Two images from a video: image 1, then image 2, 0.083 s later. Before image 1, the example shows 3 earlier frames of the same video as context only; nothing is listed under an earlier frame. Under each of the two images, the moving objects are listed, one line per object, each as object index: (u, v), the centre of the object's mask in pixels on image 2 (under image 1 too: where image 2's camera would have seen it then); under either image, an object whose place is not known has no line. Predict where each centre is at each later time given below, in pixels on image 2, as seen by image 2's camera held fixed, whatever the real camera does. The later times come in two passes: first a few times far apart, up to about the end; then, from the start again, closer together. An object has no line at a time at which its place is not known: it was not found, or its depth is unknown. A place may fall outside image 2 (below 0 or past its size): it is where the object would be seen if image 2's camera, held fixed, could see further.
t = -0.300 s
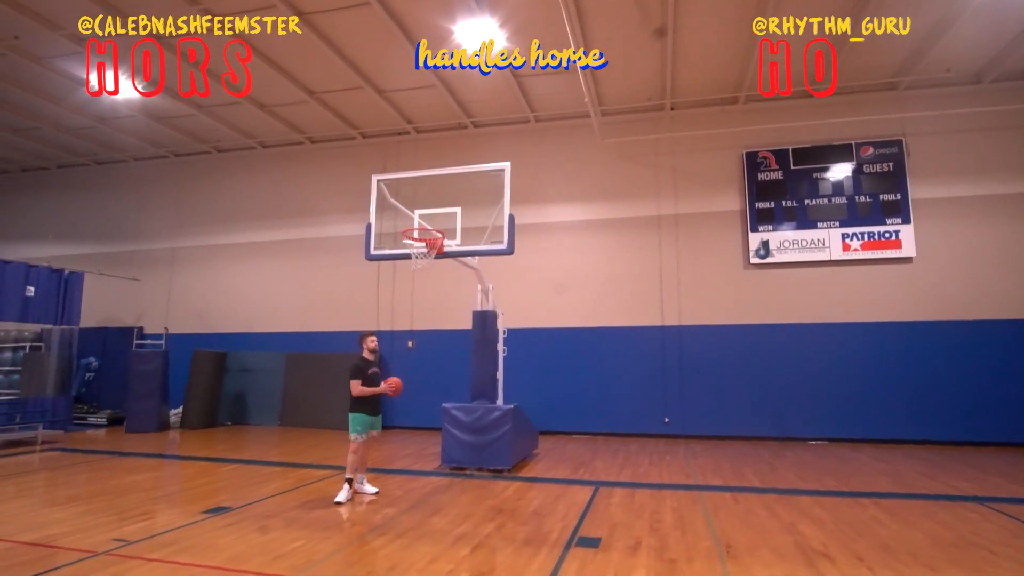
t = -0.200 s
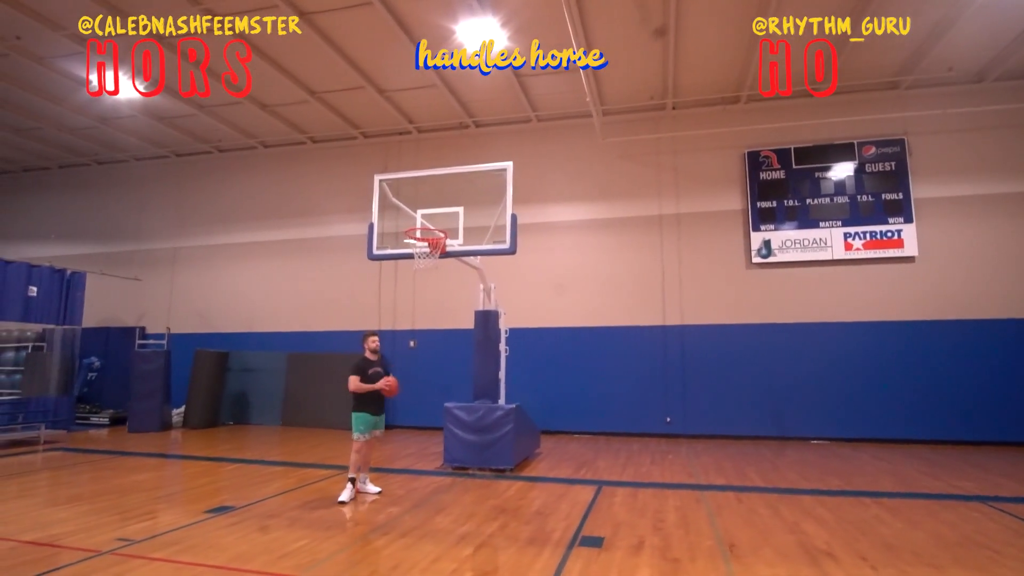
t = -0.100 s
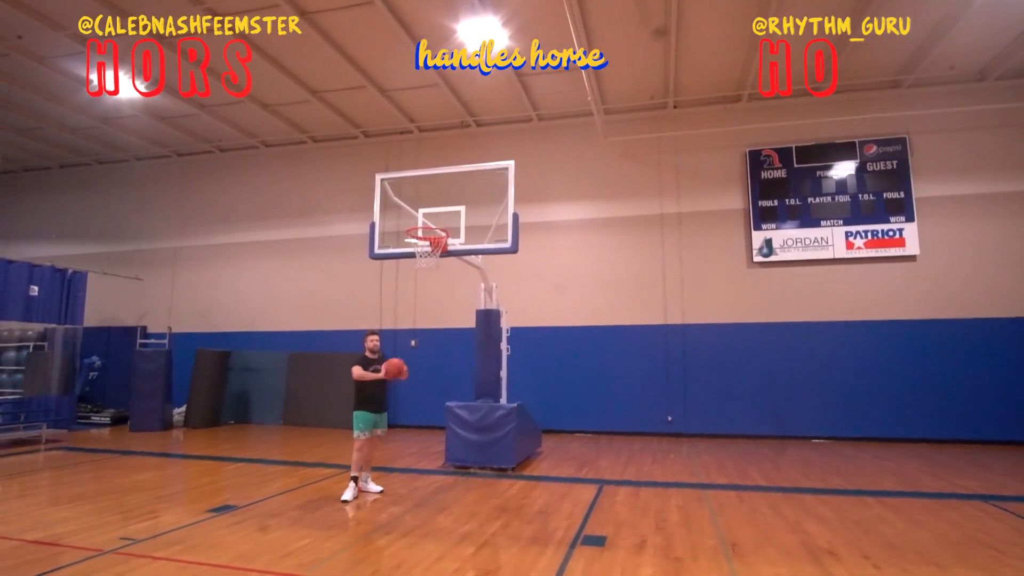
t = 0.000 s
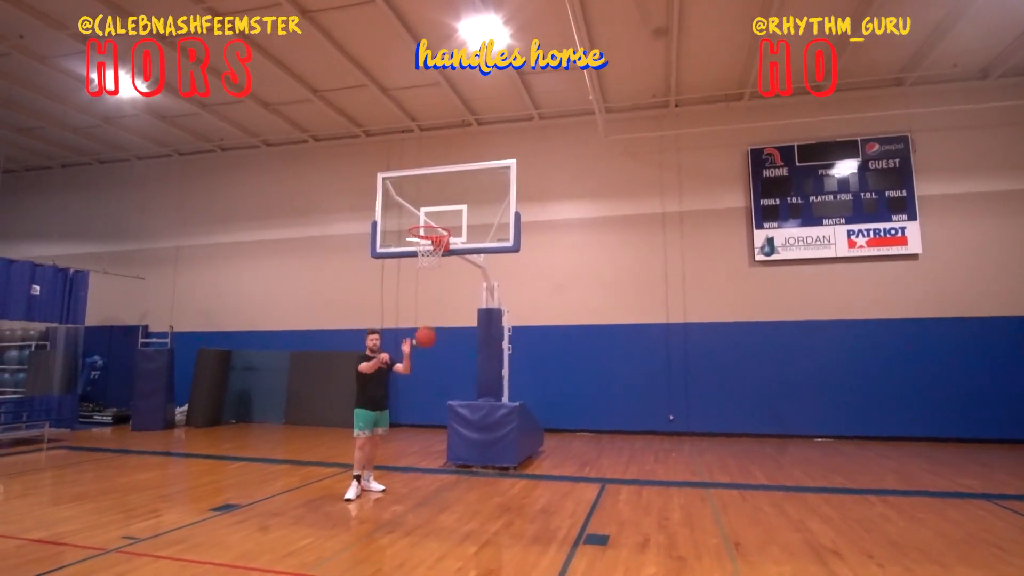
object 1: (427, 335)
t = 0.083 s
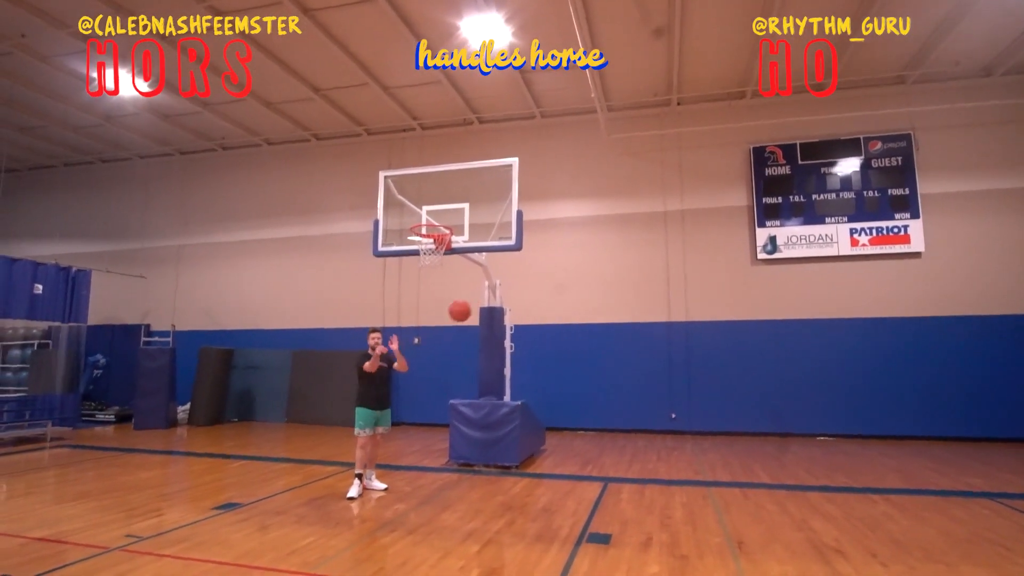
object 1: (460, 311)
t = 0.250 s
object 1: (536, 272)
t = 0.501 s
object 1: (699, 255)
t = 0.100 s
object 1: (467, 306)
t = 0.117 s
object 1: (473, 302)
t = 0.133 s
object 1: (481, 298)
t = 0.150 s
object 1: (488, 293)
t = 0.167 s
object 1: (496, 289)
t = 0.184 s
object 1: (503, 286)
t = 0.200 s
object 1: (511, 282)
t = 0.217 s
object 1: (519, 279)
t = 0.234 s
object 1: (527, 275)
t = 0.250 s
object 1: (536, 272)
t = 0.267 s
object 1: (545, 269)
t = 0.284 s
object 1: (554, 266)
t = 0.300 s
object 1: (563, 264)
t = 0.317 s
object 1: (573, 262)
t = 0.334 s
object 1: (583, 260)
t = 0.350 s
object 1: (592, 258)
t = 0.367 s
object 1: (603, 256)
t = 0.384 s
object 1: (613, 255)
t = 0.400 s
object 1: (624, 254)
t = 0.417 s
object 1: (636, 253)
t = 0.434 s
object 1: (648, 253)
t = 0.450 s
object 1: (659, 253)
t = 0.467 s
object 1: (672, 253)
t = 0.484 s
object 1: (685, 254)
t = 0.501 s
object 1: (699, 255)
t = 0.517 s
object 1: (712, 256)
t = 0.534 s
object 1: (727, 257)
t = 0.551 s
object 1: (741, 260)
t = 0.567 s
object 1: (756, 262)
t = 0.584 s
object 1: (773, 266)
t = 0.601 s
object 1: (789, 269)
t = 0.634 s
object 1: (824, 278)
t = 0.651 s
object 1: (843, 283)
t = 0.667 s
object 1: (862, 289)
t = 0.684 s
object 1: (882, 296)
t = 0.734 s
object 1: (950, 321)
